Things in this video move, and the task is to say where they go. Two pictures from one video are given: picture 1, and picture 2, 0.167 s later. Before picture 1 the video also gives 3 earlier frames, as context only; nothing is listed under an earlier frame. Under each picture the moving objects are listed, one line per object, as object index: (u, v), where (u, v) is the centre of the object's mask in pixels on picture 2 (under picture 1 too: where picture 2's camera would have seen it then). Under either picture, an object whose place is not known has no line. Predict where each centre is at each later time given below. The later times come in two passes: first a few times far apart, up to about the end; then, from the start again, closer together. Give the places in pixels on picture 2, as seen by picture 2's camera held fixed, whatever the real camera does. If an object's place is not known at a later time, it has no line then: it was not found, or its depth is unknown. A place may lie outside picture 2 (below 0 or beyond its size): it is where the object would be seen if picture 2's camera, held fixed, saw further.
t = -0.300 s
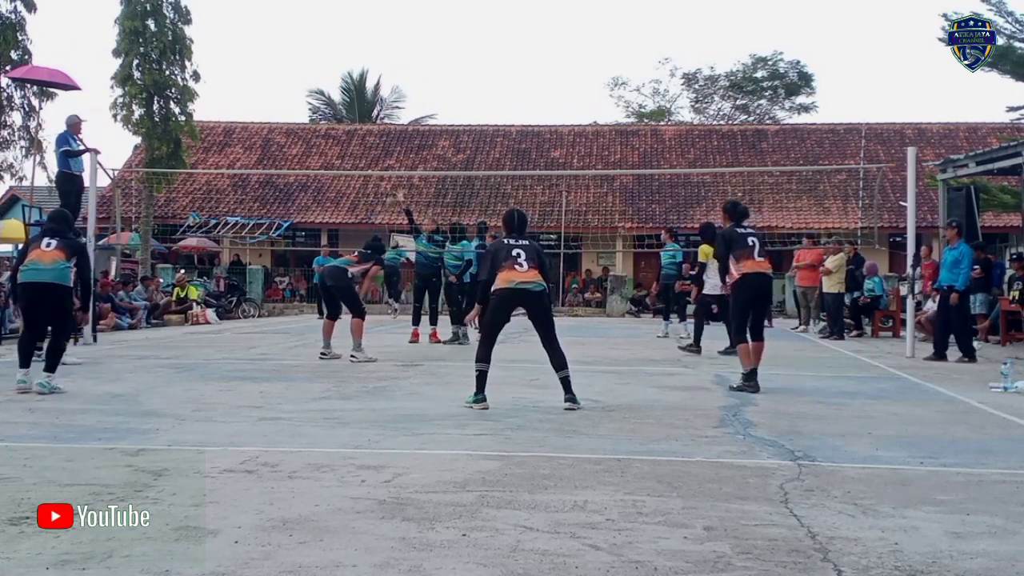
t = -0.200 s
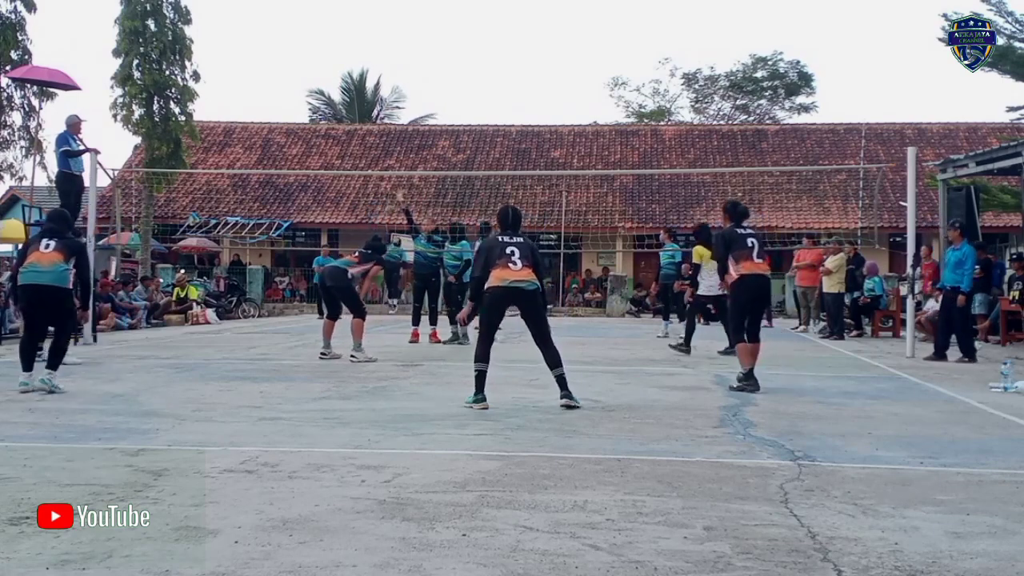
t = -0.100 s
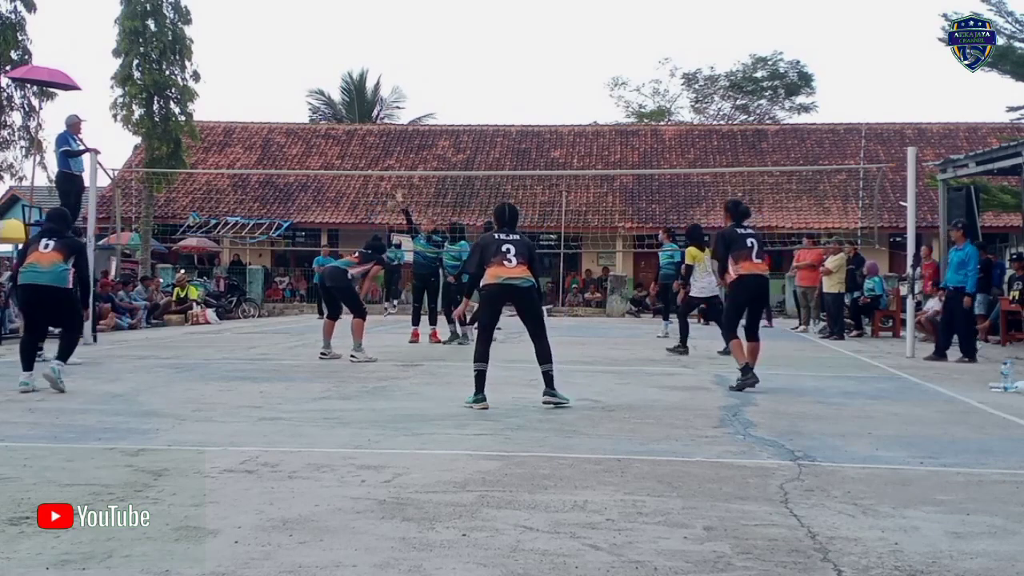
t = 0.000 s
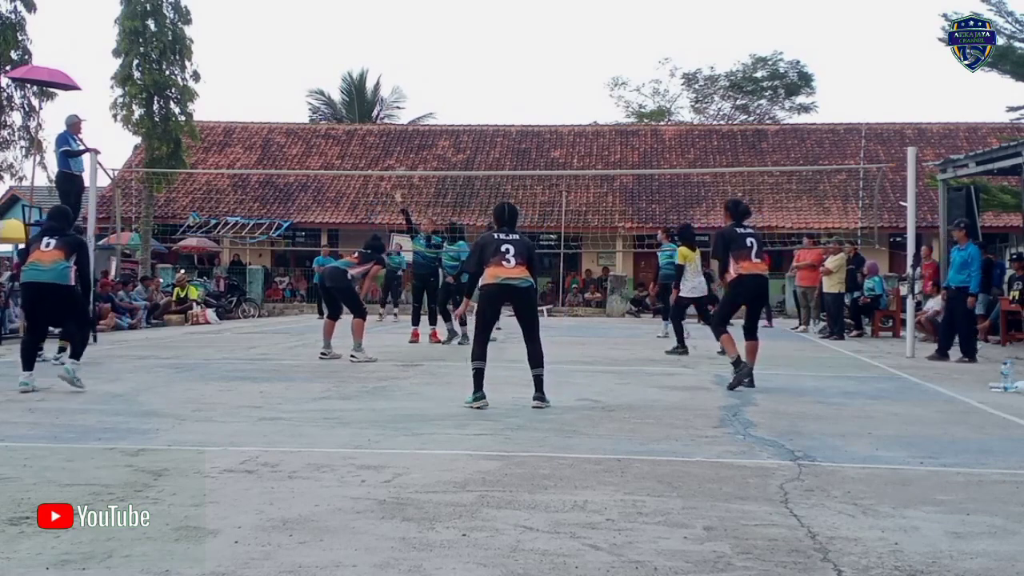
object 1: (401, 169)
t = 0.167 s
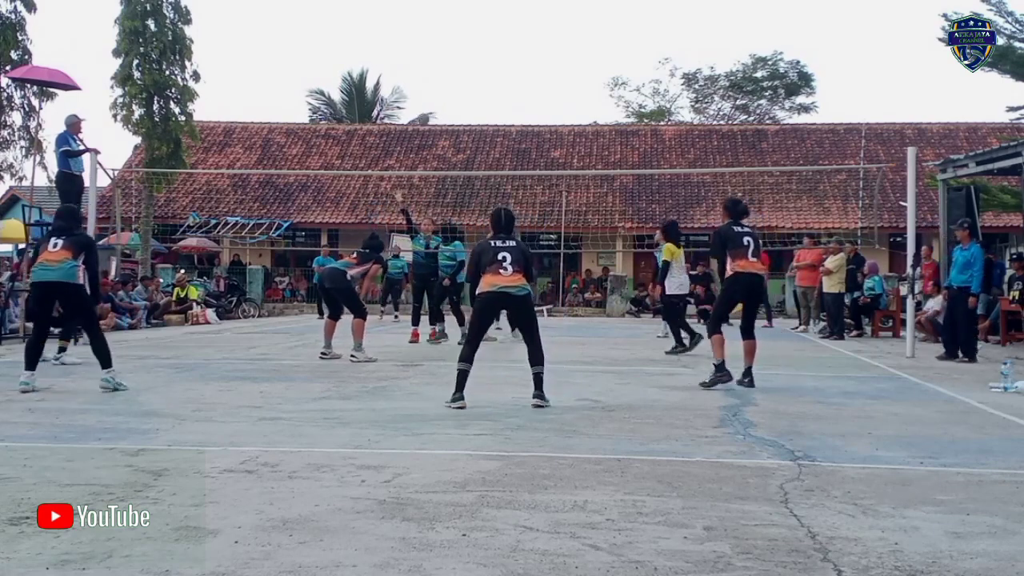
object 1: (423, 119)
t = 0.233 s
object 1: (433, 100)
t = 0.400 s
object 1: (460, 57)
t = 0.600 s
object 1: (498, 17)
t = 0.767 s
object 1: (535, 4)
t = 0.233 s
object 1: (433, 100)
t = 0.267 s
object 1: (438, 91)
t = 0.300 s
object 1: (443, 82)
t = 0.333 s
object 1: (449, 73)
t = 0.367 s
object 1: (455, 65)
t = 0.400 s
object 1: (460, 57)
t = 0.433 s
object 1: (466, 49)
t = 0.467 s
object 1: (473, 42)
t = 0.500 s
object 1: (479, 35)
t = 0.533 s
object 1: (485, 28)
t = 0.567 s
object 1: (491, 22)
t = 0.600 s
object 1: (498, 17)
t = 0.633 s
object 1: (505, 12)
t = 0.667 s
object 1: (512, 8)
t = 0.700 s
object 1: (519, 6)
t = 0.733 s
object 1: (527, 5)
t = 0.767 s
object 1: (535, 4)
